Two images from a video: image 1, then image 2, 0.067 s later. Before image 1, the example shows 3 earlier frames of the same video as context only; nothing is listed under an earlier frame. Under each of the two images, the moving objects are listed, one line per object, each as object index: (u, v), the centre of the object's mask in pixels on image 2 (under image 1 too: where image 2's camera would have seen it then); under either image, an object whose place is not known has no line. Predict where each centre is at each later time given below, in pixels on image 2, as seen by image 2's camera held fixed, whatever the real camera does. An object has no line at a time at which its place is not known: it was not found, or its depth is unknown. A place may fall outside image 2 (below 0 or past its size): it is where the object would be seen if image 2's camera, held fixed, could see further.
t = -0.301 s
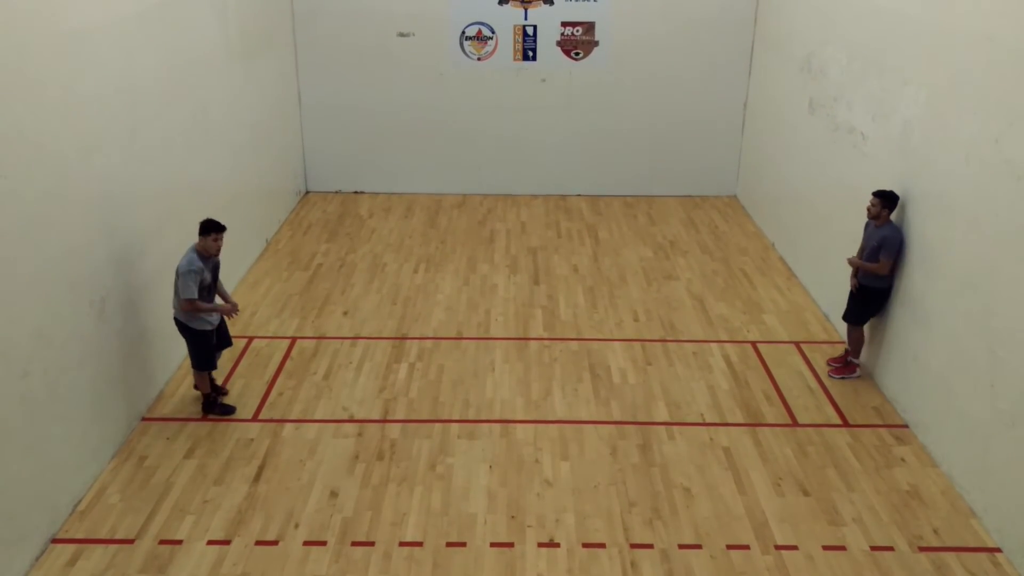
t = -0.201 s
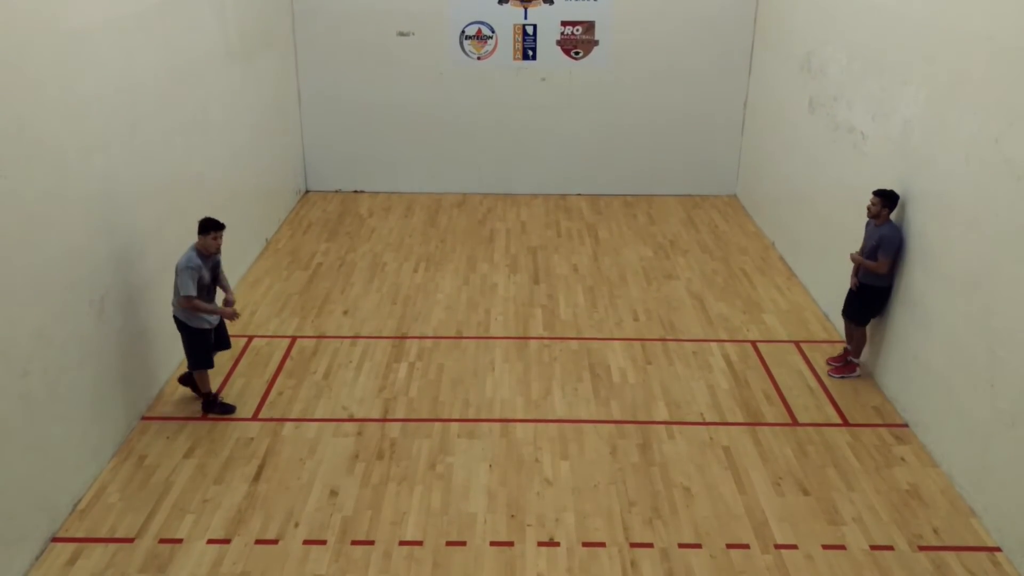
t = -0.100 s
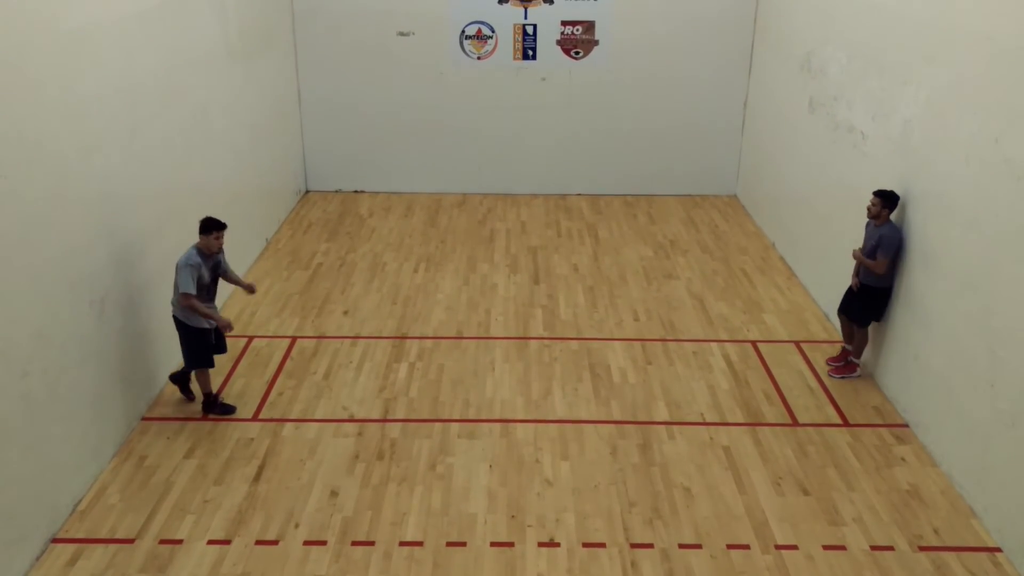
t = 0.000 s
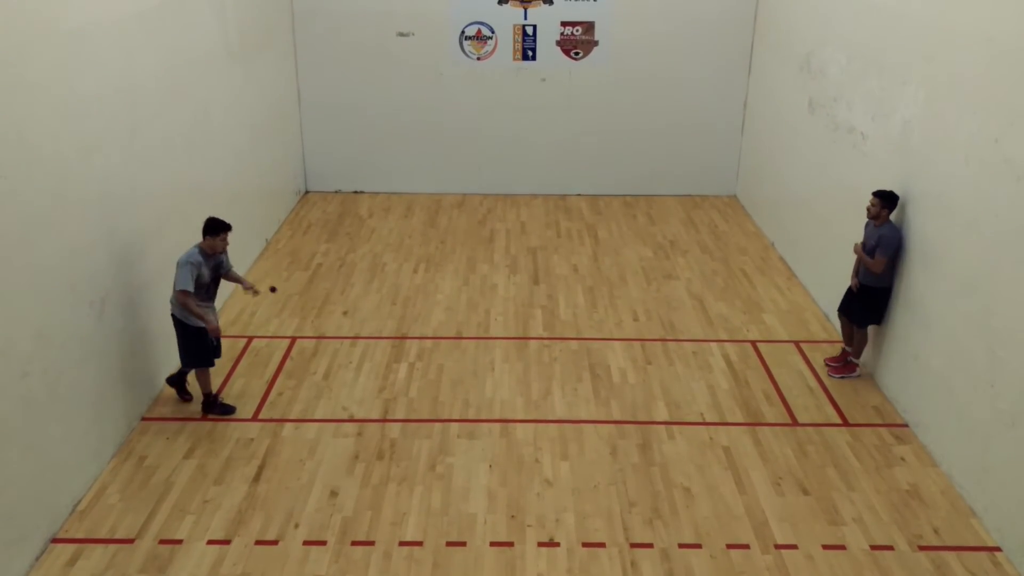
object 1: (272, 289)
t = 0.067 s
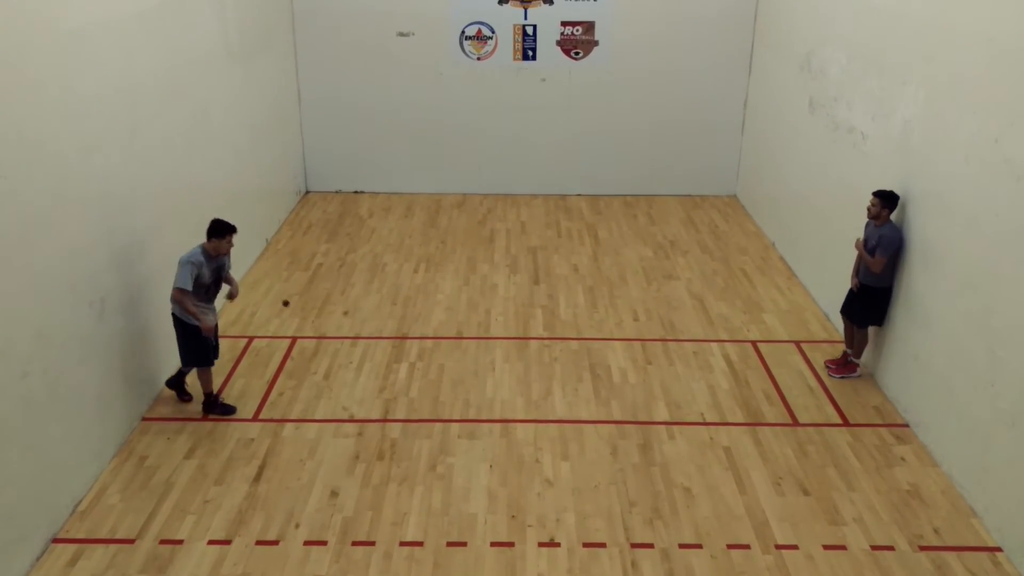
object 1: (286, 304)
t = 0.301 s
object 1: (330, 388)
